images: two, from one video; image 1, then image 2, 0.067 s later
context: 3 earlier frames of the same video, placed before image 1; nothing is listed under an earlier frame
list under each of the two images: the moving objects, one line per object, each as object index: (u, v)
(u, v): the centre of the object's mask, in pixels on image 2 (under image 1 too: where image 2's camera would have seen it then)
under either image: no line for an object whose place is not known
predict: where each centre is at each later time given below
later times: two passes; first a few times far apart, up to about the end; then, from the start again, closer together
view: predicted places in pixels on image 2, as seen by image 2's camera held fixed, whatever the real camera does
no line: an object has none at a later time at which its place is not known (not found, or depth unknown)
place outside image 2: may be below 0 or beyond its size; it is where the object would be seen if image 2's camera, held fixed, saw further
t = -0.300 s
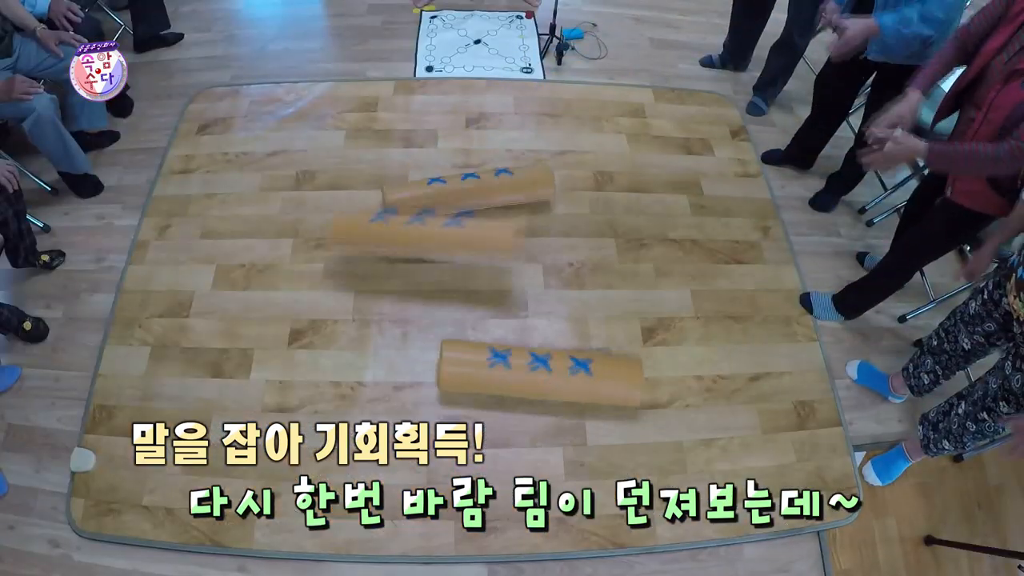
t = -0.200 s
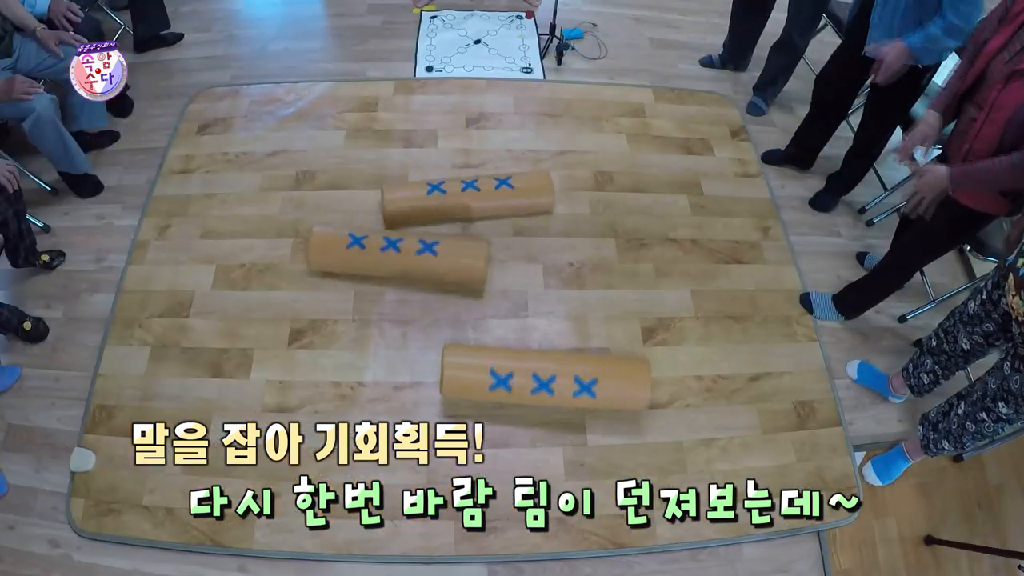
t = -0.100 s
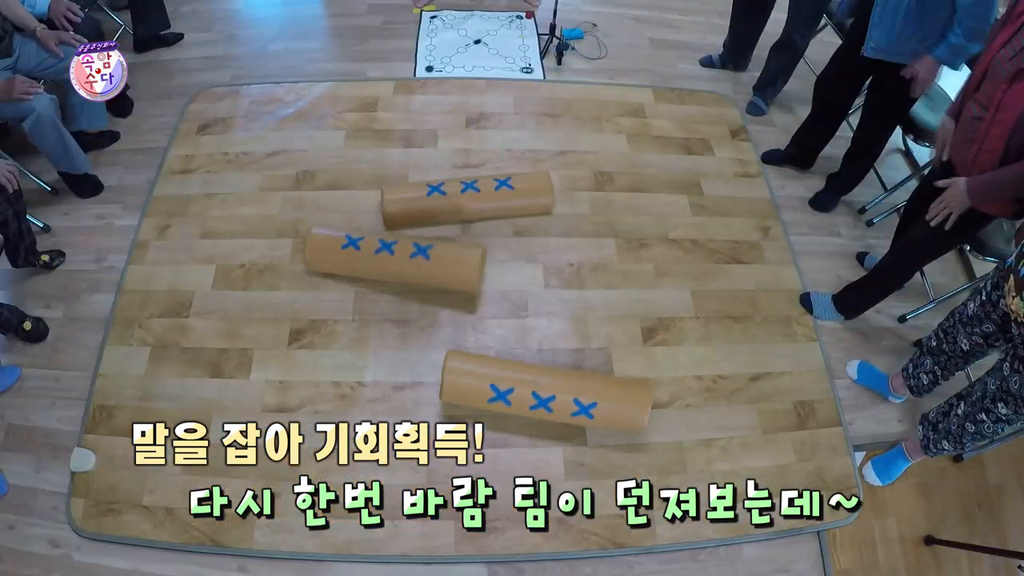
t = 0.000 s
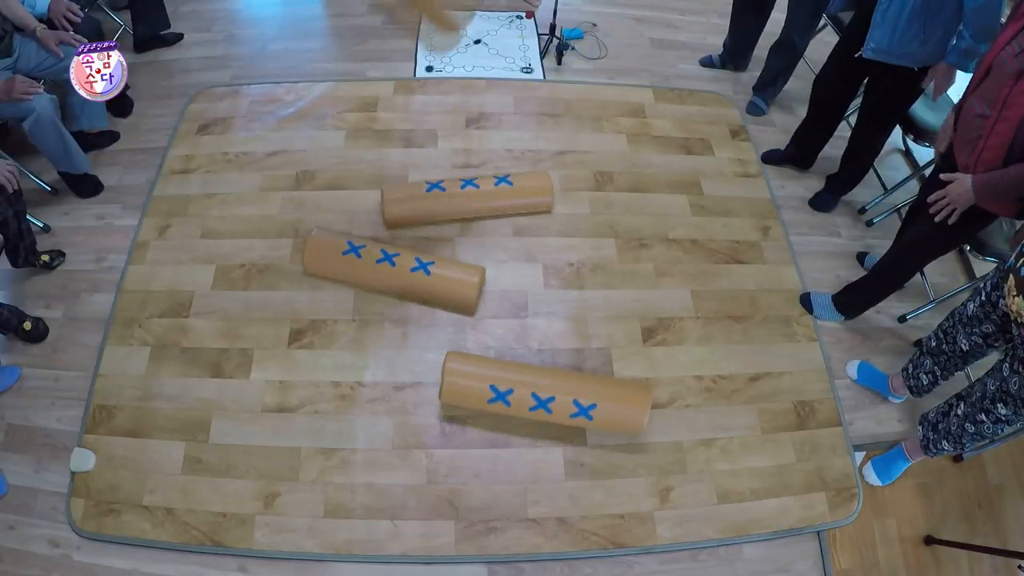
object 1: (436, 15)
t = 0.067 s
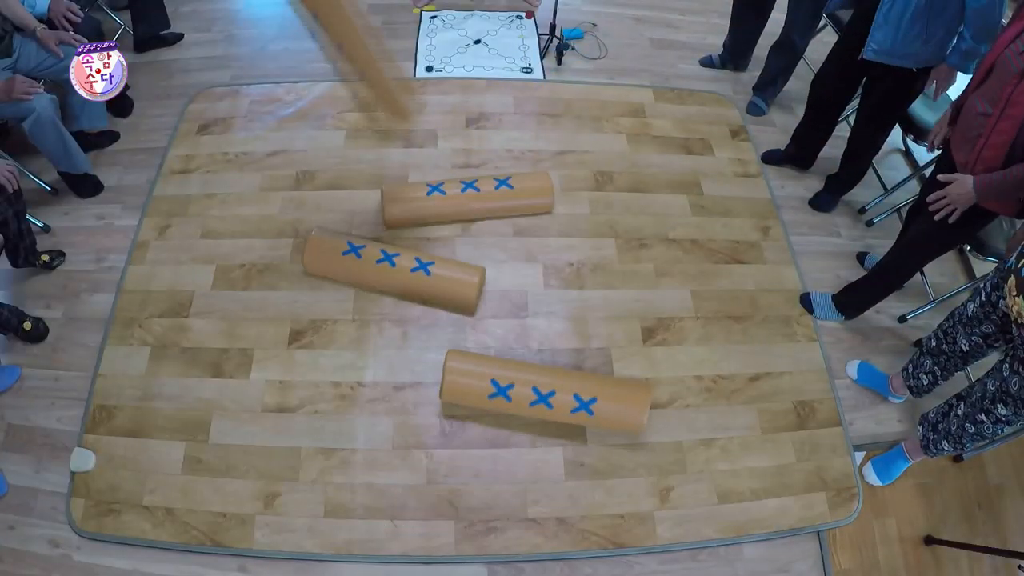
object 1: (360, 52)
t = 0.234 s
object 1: (311, 125)
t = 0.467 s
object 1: (285, 127)
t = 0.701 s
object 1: (287, 170)
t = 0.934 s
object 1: (293, 195)
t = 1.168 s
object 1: (265, 202)
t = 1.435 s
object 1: (237, 191)
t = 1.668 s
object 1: (227, 196)
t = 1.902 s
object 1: (227, 196)
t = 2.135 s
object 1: (227, 196)
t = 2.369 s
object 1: (227, 196)
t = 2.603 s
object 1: (227, 196)
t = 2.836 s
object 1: (227, 196)
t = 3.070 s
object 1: (227, 196)
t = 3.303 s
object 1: (227, 196)
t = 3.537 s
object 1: (227, 196)
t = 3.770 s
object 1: (227, 196)
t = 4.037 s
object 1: (227, 197)
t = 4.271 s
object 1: (227, 197)
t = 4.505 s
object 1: (227, 197)
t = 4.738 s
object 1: (227, 197)
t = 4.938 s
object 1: (226, 197)
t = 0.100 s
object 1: (340, 86)
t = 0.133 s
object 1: (337, 131)
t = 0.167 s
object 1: (328, 149)
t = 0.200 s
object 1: (321, 147)
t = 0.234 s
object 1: (311, 125)
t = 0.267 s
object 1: (304, 118)
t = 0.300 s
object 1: (295, 114)
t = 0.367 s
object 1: (286, 123)
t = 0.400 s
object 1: (284, 125)
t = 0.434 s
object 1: (282, 127)
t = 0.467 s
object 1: (285, 127)
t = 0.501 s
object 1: (287, 135)
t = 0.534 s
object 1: (290, 141)
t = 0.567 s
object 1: (290, 154)
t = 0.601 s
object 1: (291, 166)
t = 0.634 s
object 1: (291, 175)
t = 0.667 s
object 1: (289, 175)
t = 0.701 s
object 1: (287, 170)
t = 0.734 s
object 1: (285, 167)
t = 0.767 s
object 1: (284, 166)
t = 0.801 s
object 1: (283, 166)
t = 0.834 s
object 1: (283, 168)
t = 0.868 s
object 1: (285, 176)
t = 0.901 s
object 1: (289, 183)
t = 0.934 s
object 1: (293, 195)
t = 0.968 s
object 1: (297, 204)
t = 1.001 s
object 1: (297, 205)
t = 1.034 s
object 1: (289, 202)
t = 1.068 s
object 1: (281, 199)
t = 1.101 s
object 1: (273, 199)
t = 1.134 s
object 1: (267, 202)
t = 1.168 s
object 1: (265, 202)
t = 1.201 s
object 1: (262, 199)
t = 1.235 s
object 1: (256, 197)
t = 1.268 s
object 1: (253, 194)
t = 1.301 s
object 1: (248, 193)
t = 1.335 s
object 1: (243, 192)
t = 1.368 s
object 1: (241, 192)
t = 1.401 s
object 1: (238, 191)
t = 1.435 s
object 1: (237, 191)
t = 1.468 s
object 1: (234, 191)
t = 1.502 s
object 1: (232, 192)
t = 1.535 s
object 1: (231, 194)
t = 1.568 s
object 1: (229, 194)
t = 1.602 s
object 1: (228, 196)
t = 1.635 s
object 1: (227, 196)
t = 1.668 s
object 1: (227, 196)
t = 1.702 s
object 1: (227, 196)
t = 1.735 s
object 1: (227, 196)
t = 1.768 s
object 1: (227, 196)
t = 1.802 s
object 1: (227, 196)
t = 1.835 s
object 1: (227, 196)
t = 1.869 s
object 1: (227, 196)
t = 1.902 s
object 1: (227, 196)
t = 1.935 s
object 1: (227, 196)
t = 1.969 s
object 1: (227, 196)
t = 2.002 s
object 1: (227, 196)
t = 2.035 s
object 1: (227, 196)
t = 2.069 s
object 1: (227, 196)
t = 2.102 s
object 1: (227, 196)
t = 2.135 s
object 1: (227, 196)
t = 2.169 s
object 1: (227, 196)
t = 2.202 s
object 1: (227, 196)
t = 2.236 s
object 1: (227, 196)
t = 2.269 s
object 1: (227, 196)
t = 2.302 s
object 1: (227, 196)
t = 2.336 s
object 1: (227, 196)
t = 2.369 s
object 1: (227, 196)
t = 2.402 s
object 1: (227, 196)
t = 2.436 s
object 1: (227, 196)
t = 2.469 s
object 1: (227, 196)
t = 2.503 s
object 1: (227, 196)
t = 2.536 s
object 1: (227, 196)
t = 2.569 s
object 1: (227, 196)
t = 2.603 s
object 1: (227, 196)
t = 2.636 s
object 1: (227, 196)
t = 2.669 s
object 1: (227, 196)
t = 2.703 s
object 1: (227, 196)
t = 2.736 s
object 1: (227, 196)
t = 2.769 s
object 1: (227, 196)
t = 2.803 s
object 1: (227, 196)
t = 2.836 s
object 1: (227, 196)
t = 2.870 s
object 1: (227, 196)
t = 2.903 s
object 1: (227, 196)
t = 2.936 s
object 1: (227, 196)
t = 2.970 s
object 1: (227, 196)
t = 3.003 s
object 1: (227, 196)
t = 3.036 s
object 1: (227, 196)
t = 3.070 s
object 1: (227, 196)
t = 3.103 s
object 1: (227, 196)
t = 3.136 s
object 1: (227, 196)
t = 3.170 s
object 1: (227, 196)
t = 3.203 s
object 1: (227, 196)
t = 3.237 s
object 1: (227, 196)
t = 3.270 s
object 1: (227, 196)
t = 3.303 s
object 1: (227, 196)
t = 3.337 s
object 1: (227, 196)
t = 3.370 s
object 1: (227, 196)
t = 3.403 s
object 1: (227, 196)
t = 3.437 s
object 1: (227, 196)
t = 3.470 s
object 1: (227, 196)
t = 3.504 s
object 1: (227, 196)
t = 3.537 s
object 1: (227, 196)
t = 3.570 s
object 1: (227, 196)
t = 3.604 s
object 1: (227, 196)
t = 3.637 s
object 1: (227, 196)
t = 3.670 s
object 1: (227, 196)
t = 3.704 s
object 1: (227, 196)
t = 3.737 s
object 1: (227, 196)
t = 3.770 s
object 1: (227, 196)
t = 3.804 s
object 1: (227, 196)
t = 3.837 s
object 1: (227, 197)
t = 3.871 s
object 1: (227, 197)
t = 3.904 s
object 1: (227, 197)
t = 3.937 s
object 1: (227, 196)
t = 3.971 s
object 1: (227, 197)
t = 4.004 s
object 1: (227, 197)
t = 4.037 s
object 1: (227, 197)
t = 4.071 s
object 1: (227, 197)
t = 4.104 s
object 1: (227, 197)
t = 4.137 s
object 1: (227, 197)
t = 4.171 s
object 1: (227, 197)
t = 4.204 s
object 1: (227, 197)
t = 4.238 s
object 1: (227, 197)
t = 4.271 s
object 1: (227, 197)
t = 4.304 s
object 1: (227, 197)
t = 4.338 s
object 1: (227, 197)
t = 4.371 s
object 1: (227, 196)
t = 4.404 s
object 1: (227, 197)
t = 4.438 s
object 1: (227, 197)
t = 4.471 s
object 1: (227, 197)
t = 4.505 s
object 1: (227, 197)
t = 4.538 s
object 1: (227, 197)
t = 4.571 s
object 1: (227, 197)
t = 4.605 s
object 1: (227, 197)
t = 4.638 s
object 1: (227, 197)
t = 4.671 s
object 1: (227, 197)
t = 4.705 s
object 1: (227, 197)
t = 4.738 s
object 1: (227, 197)
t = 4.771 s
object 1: (227, 197)
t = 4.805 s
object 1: (227, 197)
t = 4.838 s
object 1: (227, 197)
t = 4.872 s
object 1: (226, 197)
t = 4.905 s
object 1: (226, 197)
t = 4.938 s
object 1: (226, 197)
